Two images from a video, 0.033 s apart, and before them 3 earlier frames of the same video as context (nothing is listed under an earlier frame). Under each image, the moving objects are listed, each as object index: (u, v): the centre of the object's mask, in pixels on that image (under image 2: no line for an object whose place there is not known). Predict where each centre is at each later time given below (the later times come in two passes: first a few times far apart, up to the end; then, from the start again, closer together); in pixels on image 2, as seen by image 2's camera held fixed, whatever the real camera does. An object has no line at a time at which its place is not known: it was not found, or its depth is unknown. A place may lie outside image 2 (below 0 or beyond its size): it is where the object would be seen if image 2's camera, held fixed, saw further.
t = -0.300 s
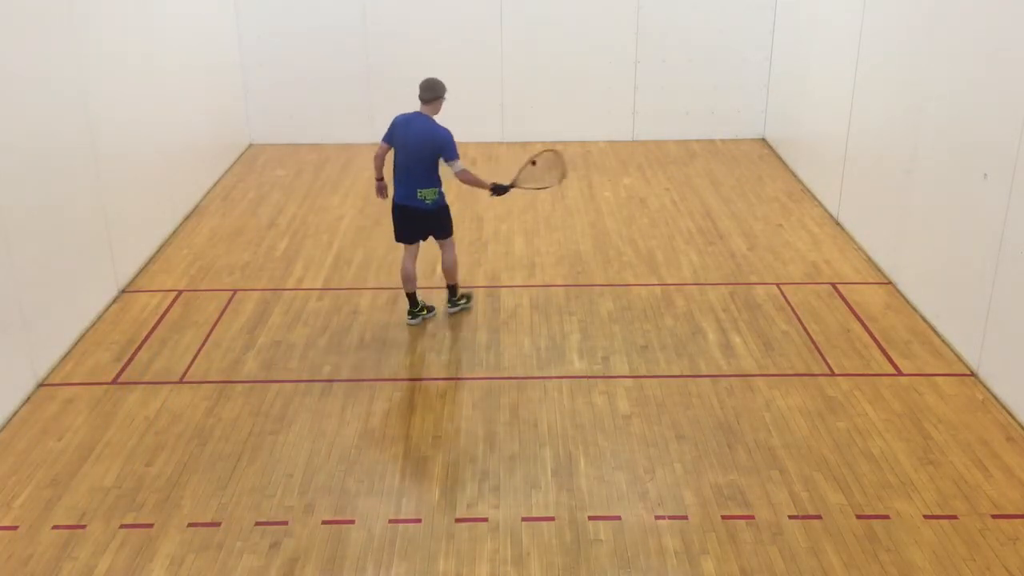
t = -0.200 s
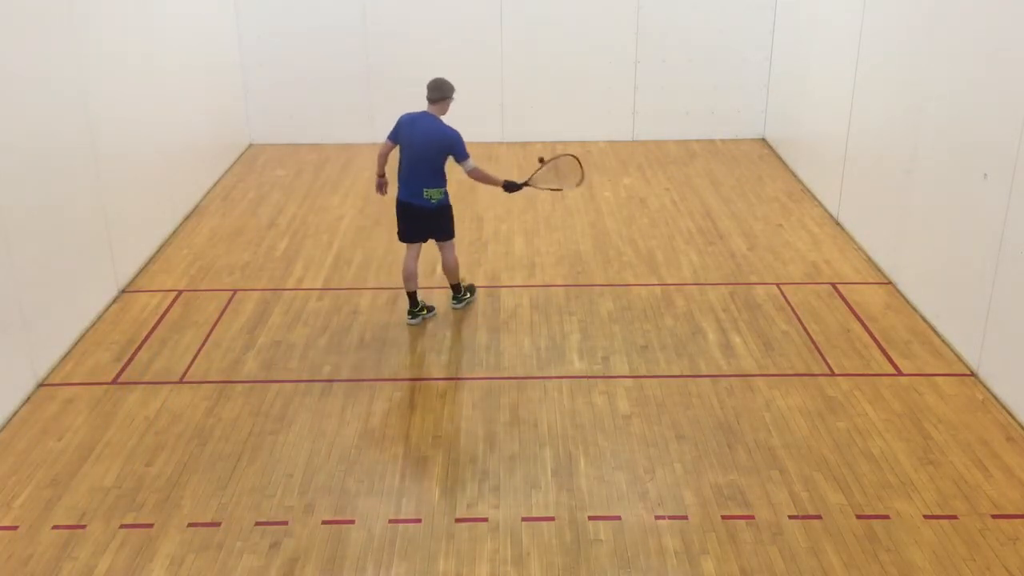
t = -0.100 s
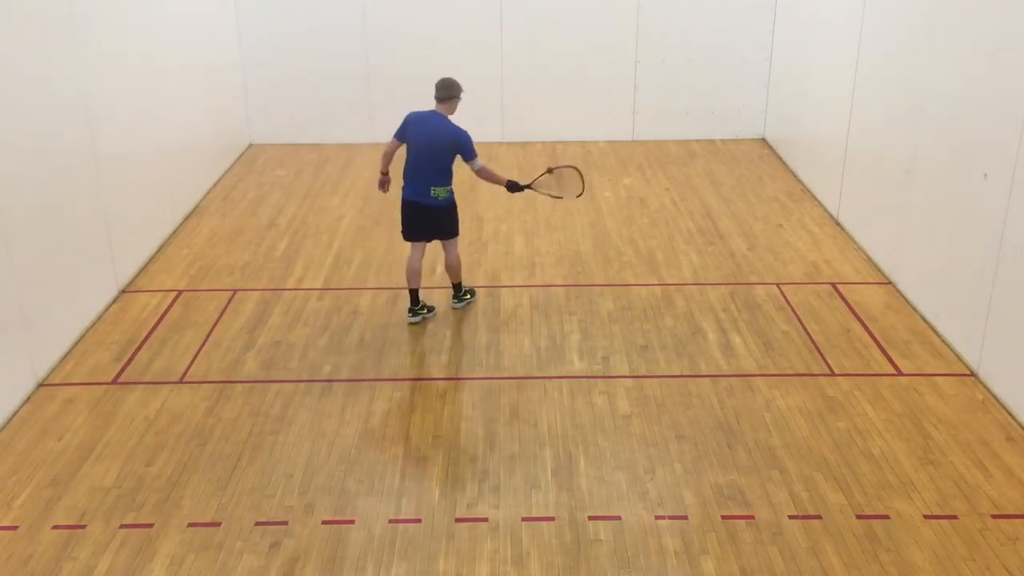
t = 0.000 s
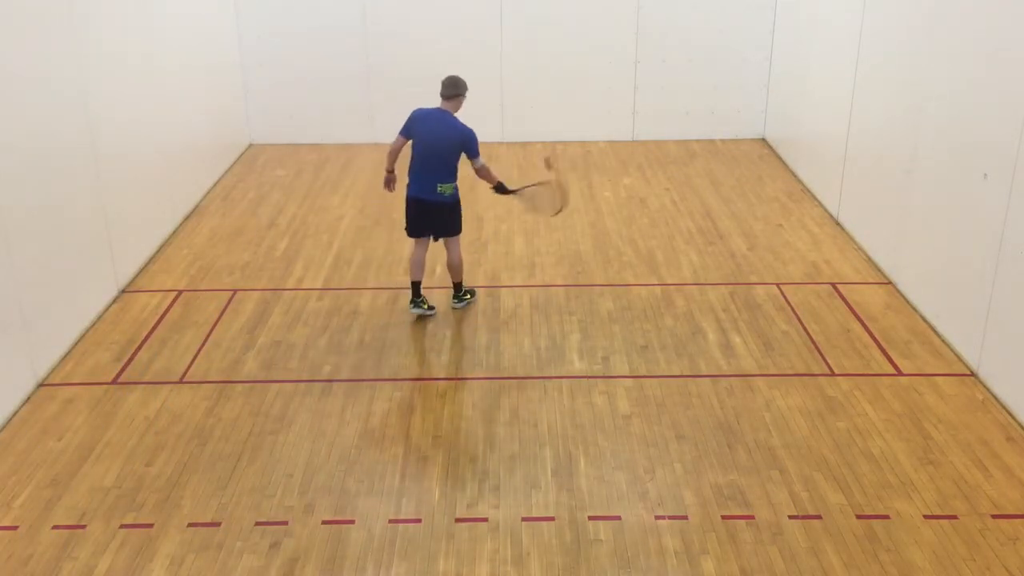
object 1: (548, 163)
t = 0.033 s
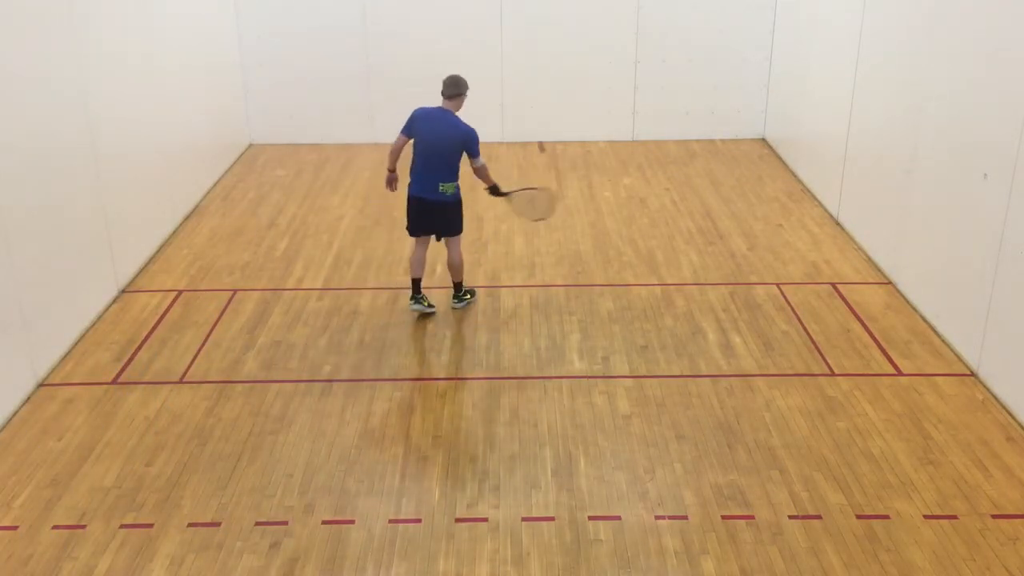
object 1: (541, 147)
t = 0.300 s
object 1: (503, 85)
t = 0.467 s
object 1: (487, 120)
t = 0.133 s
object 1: (523, 111)
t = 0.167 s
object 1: (519, 103)
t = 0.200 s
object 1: (515, 96)
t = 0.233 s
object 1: (510, 91)
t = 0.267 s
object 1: (506, 87)
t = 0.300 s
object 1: (503, 85)
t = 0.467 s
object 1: (487, 120)
